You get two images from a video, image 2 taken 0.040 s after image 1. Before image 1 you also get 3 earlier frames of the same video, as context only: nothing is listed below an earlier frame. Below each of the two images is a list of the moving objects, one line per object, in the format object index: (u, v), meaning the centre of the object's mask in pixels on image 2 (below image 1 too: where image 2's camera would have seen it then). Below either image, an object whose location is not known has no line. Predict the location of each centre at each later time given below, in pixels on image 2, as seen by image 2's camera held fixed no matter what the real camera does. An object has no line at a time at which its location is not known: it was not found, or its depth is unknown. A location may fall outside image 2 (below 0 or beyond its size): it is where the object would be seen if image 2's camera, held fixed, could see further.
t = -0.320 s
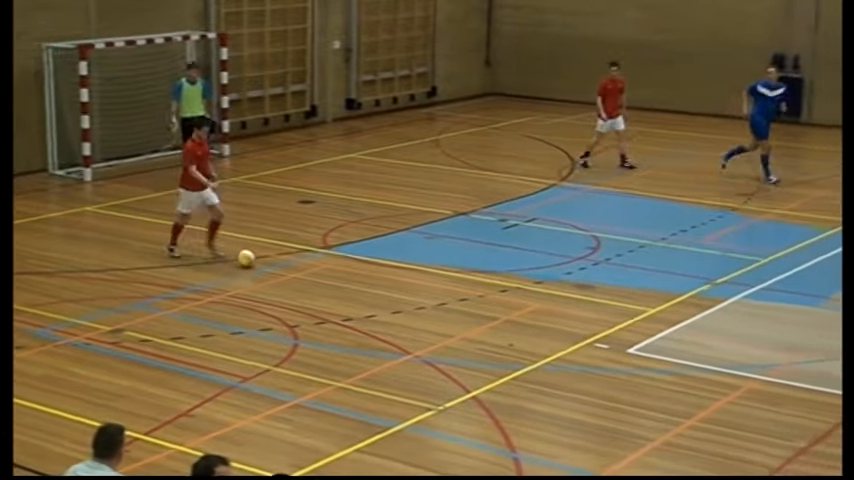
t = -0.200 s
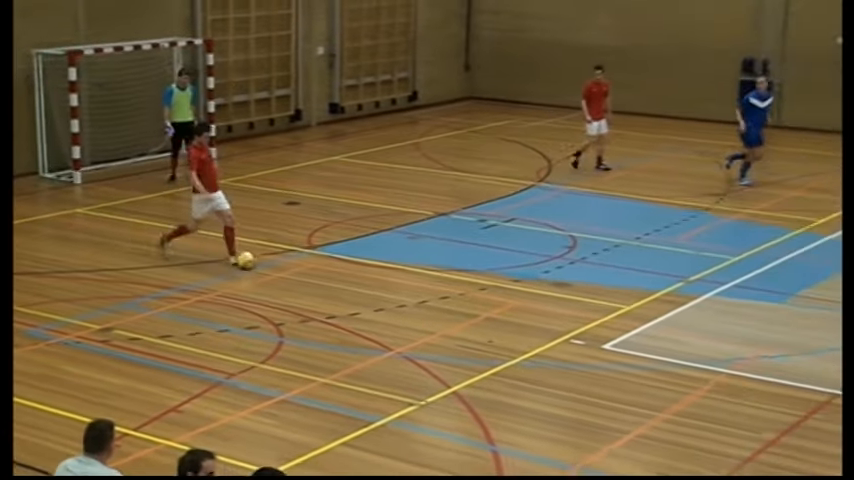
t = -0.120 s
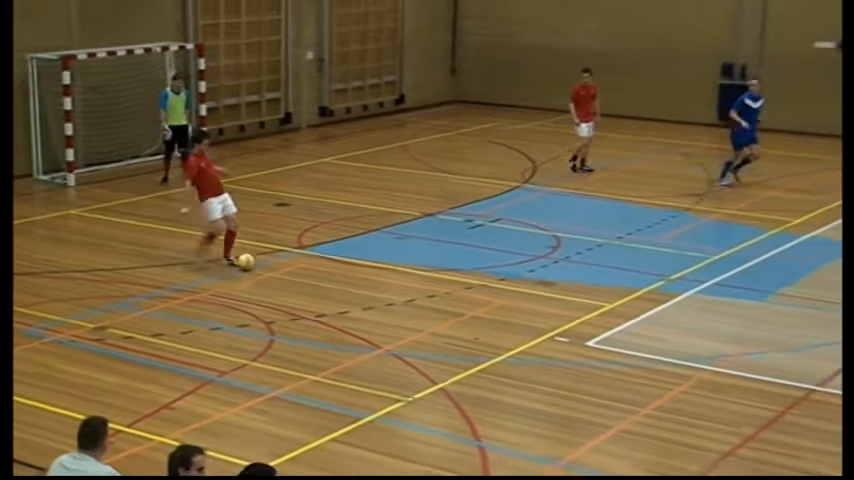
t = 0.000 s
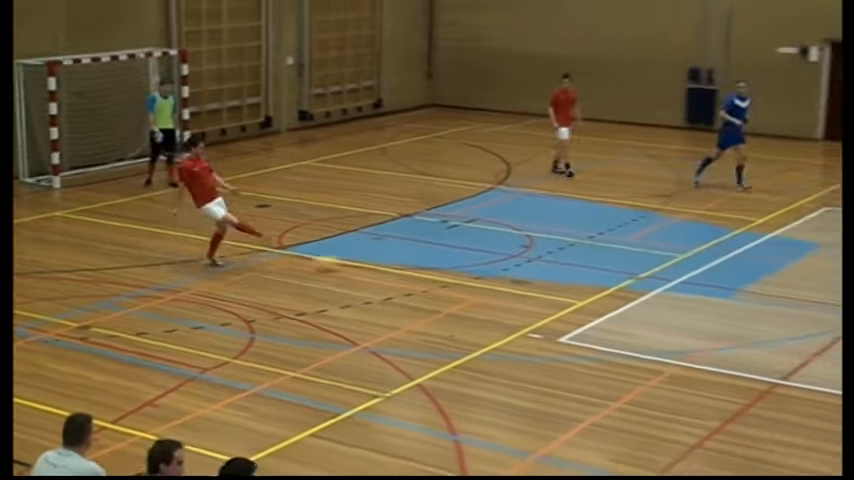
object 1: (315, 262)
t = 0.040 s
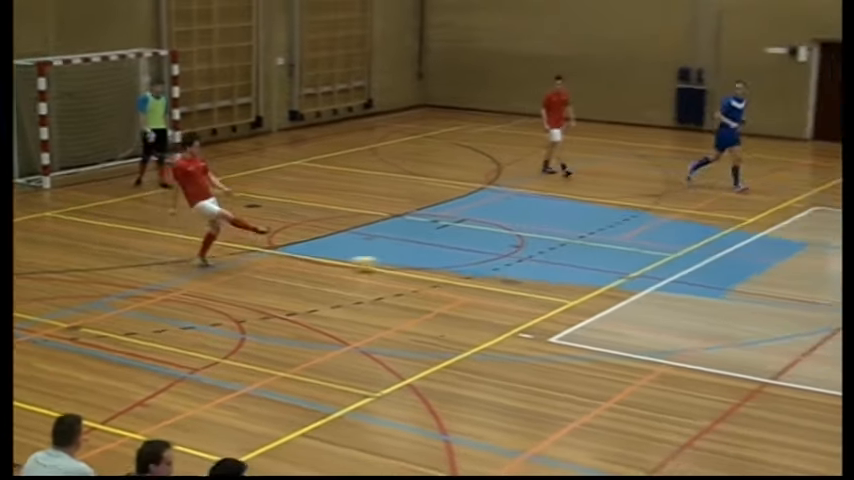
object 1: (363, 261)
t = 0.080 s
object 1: (410, 264)
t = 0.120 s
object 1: (456, 264)
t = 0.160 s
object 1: (501, 265)
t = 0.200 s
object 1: (543, 265)
